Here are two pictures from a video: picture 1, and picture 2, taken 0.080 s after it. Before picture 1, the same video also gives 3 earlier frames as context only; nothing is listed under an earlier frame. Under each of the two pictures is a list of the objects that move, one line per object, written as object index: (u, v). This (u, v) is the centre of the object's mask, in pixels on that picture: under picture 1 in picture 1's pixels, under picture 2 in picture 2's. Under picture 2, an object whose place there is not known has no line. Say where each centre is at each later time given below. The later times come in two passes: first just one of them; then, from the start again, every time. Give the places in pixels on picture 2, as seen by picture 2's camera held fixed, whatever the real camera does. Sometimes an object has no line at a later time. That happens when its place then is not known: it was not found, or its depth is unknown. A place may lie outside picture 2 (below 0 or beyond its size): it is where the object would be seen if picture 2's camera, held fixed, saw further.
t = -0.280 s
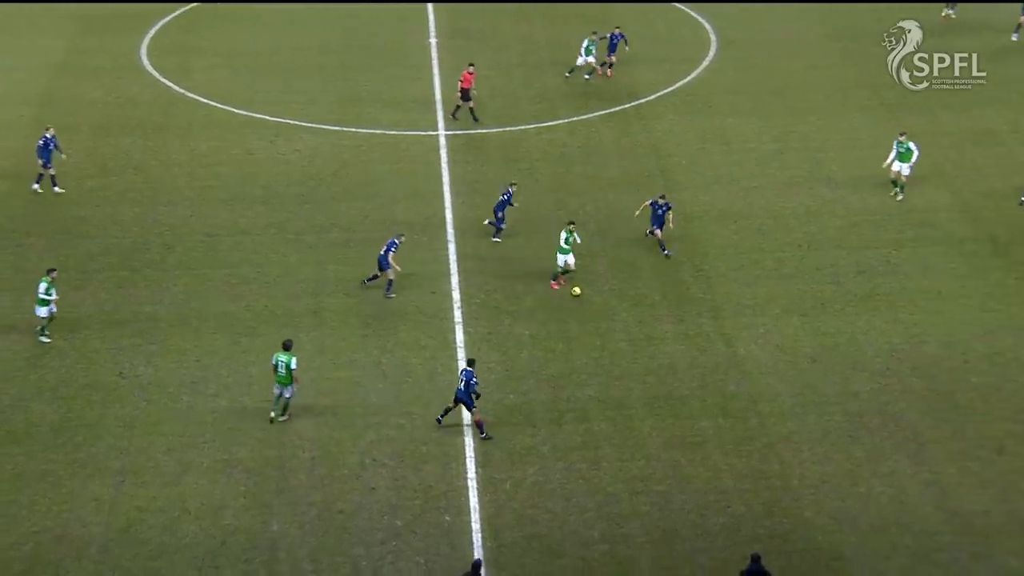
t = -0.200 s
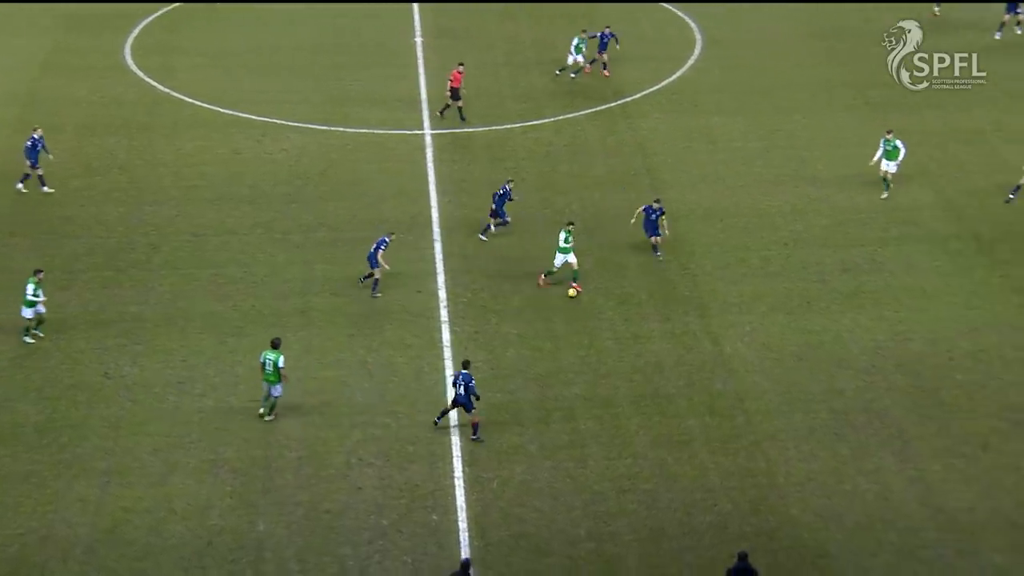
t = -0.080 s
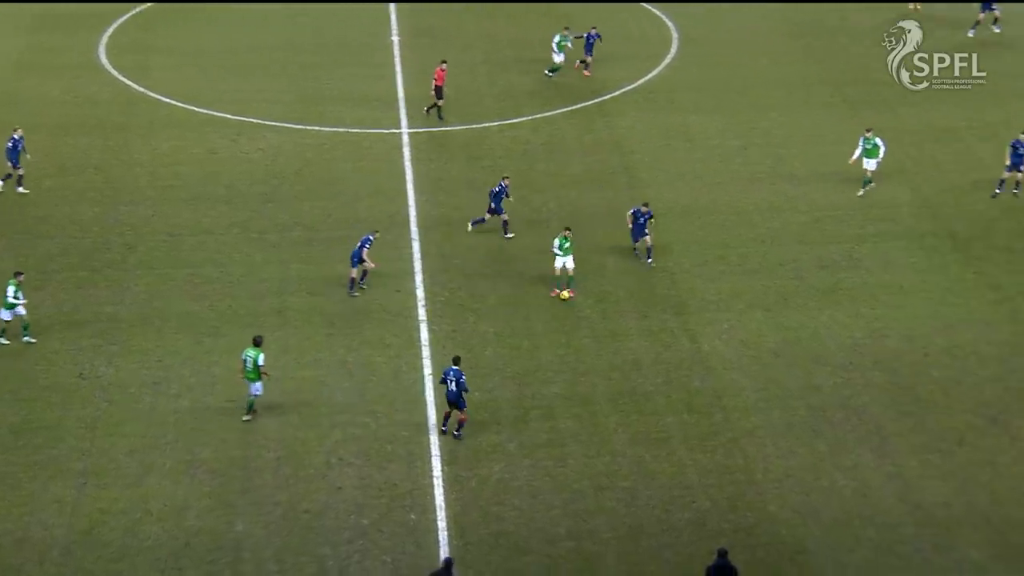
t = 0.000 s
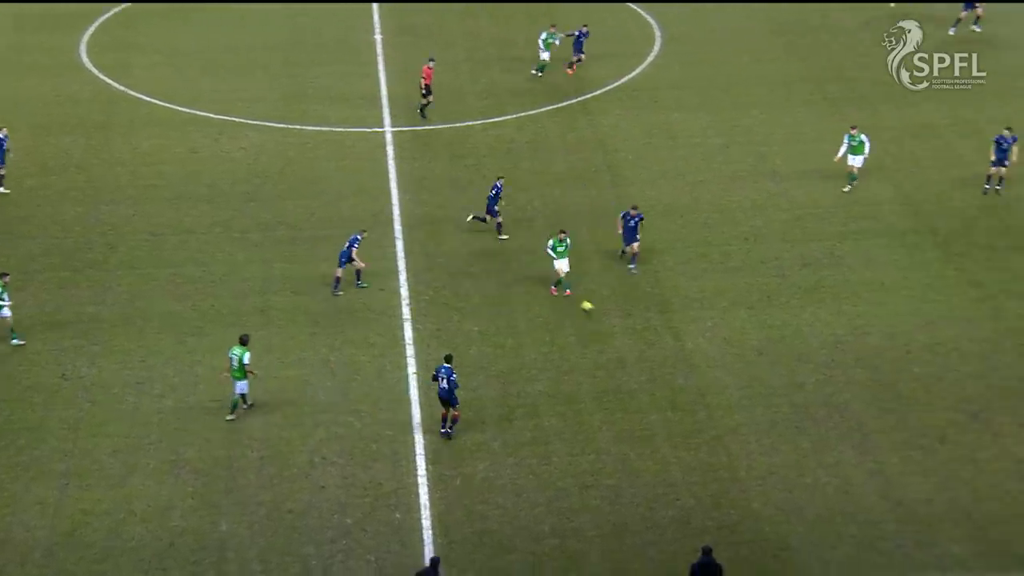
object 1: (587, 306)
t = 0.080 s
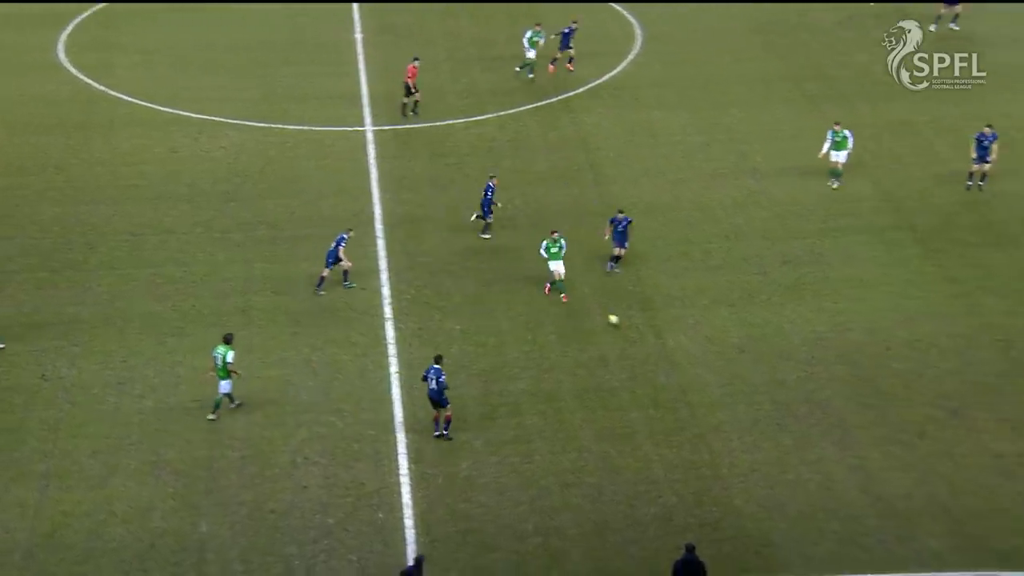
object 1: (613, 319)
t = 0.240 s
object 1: (703, 350)
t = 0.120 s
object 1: (635, 326)
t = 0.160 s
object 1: (657, 333)
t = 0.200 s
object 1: (680, 340)
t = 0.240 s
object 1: (703, 350)
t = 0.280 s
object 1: (725, 357)
